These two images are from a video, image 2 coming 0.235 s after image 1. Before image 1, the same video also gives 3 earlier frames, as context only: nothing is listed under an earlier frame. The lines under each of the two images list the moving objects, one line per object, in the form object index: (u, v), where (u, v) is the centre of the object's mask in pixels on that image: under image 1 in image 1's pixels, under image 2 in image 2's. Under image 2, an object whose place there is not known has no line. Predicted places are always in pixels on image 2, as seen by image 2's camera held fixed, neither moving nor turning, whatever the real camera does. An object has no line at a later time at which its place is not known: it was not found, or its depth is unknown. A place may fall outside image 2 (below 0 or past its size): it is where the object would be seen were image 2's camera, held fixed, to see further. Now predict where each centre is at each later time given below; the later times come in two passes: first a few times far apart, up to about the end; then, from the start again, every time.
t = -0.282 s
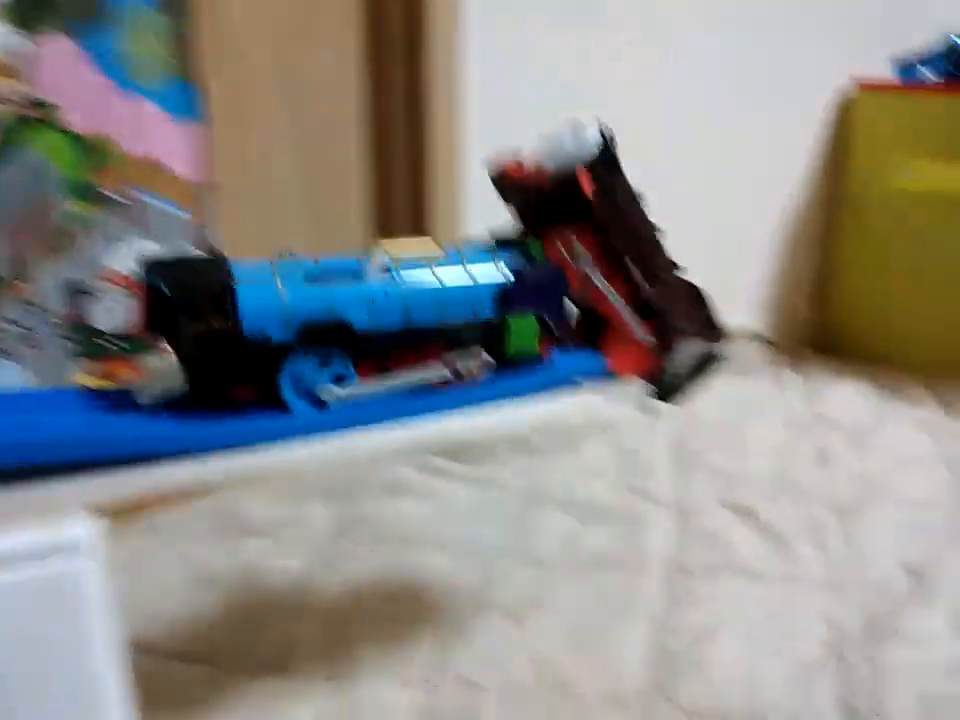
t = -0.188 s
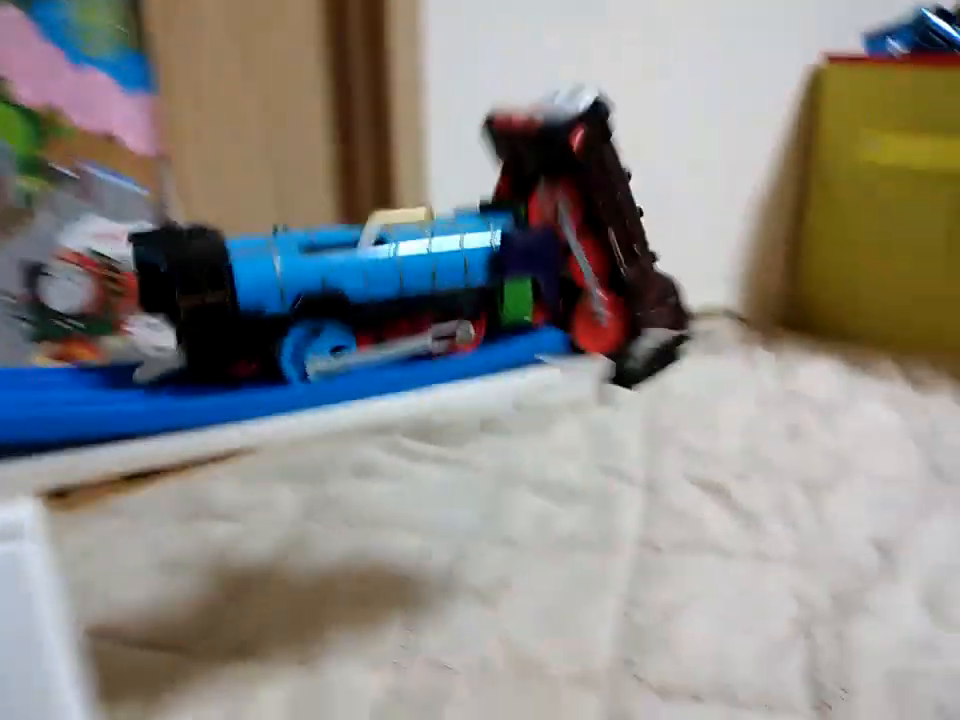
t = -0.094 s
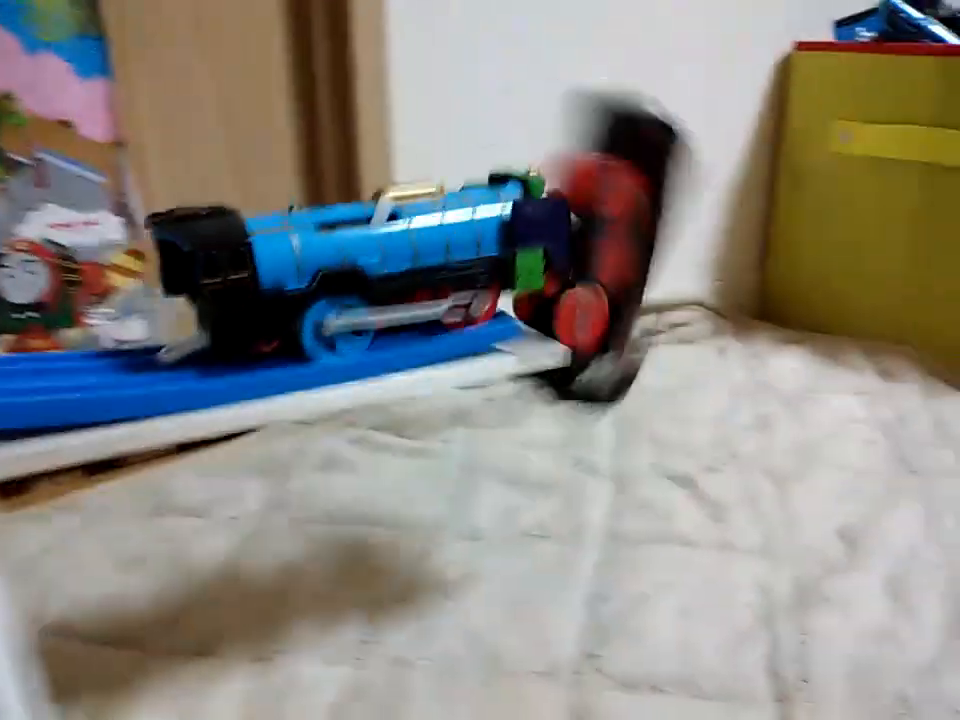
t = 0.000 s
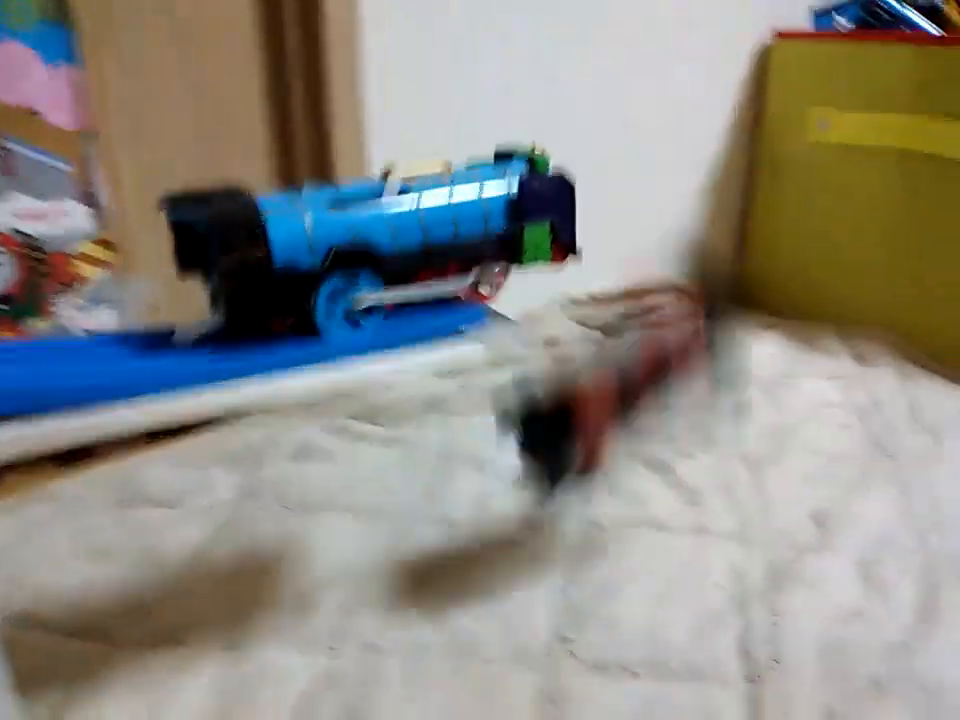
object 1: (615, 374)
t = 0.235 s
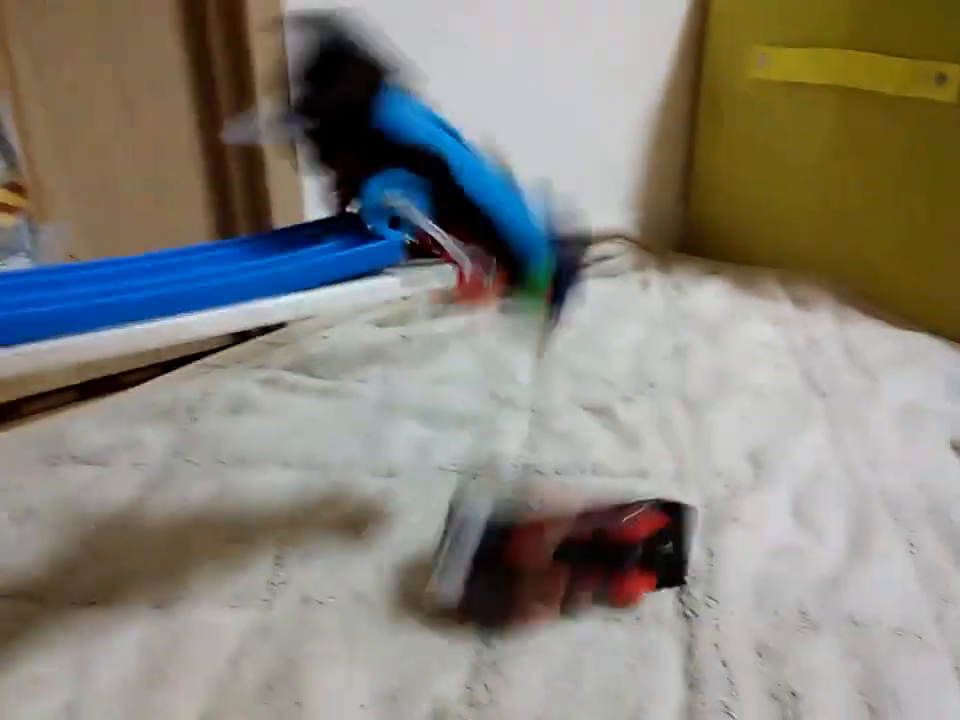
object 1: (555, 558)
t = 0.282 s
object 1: (548, 571)
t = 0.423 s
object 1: (546, 589)
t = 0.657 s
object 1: (544, 584)
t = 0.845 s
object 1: (546, 584)
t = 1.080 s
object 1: (546, 584)
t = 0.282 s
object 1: (548, 571)
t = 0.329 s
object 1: (549, 584)
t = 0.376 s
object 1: (550, 590)
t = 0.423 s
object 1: (546, 589)
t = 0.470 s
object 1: (546, 581)
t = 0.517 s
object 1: (543, 579)
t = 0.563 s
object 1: (542, 576)
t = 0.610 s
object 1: (544, 581)
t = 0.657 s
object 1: (544, 584)
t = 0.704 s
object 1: (545, 585)
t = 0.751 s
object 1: (546, 585)
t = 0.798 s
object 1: (546, 584)
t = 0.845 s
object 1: (546, 584)
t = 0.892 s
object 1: (545, 584)
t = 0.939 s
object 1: (546, 584)
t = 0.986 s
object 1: (544, 585)
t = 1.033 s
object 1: (546, 584)
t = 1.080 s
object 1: (546, 584)
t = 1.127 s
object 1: (546, 584)
